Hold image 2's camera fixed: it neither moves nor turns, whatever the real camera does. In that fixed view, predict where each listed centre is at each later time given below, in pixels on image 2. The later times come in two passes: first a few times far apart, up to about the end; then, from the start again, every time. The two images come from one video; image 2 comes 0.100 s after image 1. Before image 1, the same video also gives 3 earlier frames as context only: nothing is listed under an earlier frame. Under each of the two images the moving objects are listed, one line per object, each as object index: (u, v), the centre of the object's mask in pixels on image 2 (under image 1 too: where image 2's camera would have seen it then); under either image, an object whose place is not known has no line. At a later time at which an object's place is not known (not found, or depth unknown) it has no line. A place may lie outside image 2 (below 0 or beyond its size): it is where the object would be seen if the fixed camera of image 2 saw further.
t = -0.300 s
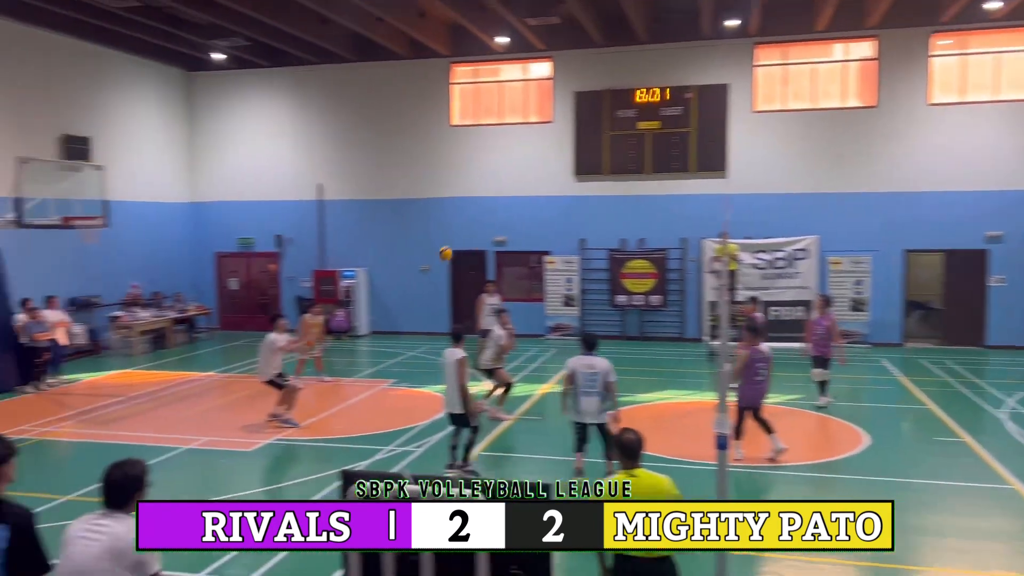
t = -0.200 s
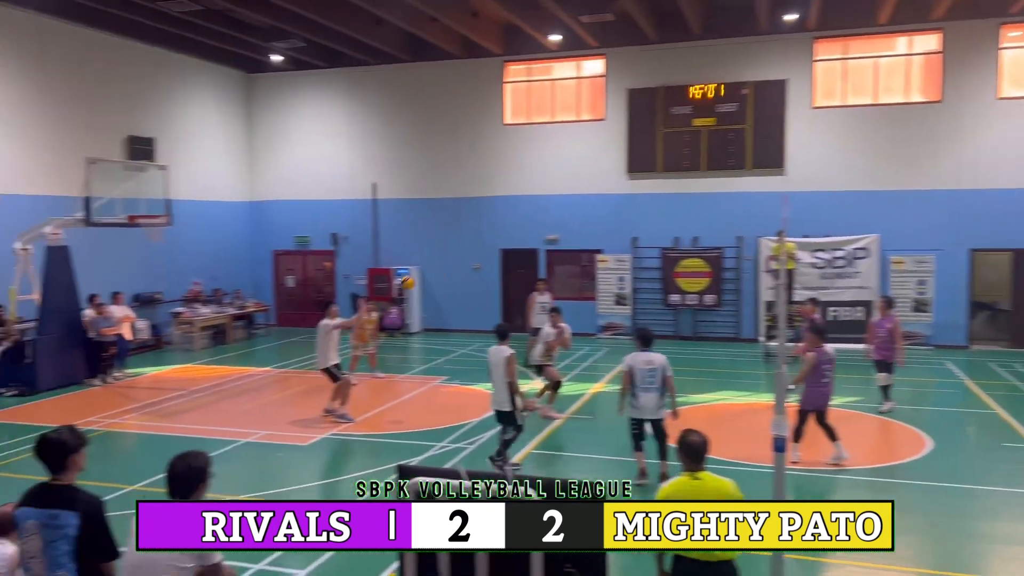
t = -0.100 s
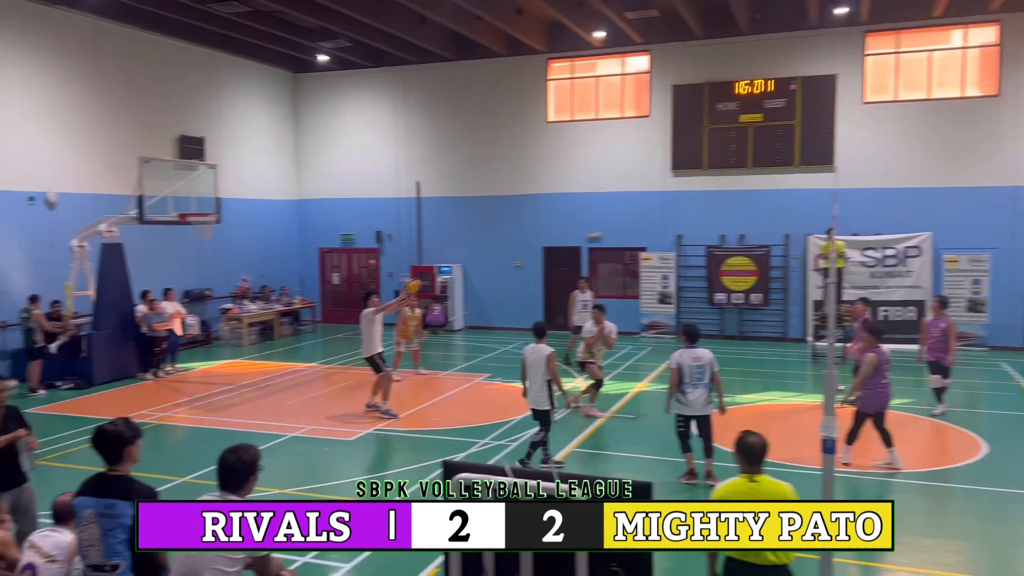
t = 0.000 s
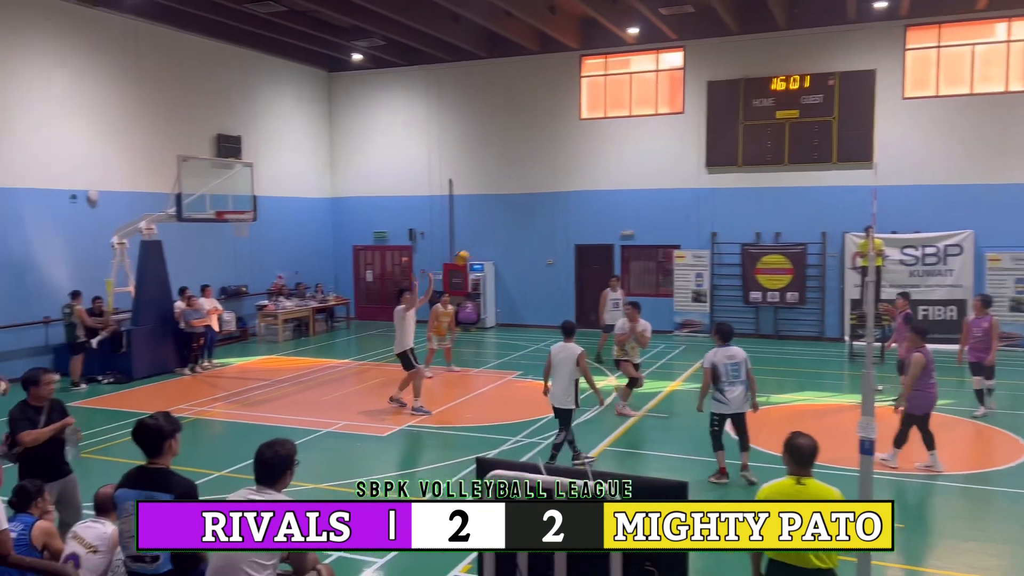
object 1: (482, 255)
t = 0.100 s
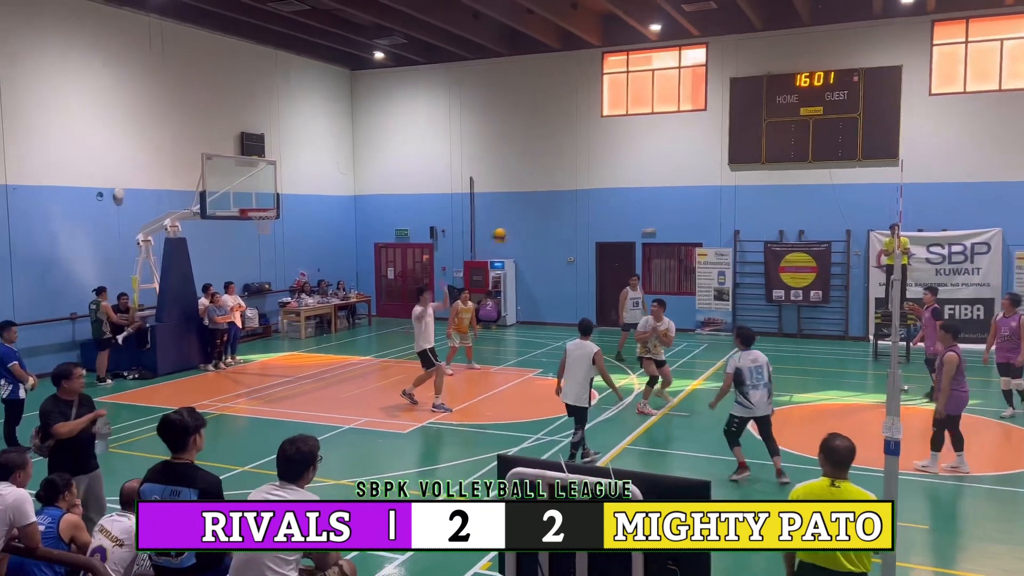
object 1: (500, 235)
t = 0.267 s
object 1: (529, 217)
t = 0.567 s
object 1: (589, 235)
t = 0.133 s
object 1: (506, 230)
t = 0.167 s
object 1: (512, 226)
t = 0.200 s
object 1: (518, 222)
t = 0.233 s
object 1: (523, 219)
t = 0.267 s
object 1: (529, 217)
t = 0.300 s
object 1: (536, 216)
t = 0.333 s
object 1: (543, 215)
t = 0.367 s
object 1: (549, 216)
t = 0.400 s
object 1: (555, 217)
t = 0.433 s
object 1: (562, 219)
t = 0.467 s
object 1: (569, 222)
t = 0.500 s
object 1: (575, 225)
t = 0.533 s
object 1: (582, 230)
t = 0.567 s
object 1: (589, 235)
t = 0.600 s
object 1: (596, 242)
